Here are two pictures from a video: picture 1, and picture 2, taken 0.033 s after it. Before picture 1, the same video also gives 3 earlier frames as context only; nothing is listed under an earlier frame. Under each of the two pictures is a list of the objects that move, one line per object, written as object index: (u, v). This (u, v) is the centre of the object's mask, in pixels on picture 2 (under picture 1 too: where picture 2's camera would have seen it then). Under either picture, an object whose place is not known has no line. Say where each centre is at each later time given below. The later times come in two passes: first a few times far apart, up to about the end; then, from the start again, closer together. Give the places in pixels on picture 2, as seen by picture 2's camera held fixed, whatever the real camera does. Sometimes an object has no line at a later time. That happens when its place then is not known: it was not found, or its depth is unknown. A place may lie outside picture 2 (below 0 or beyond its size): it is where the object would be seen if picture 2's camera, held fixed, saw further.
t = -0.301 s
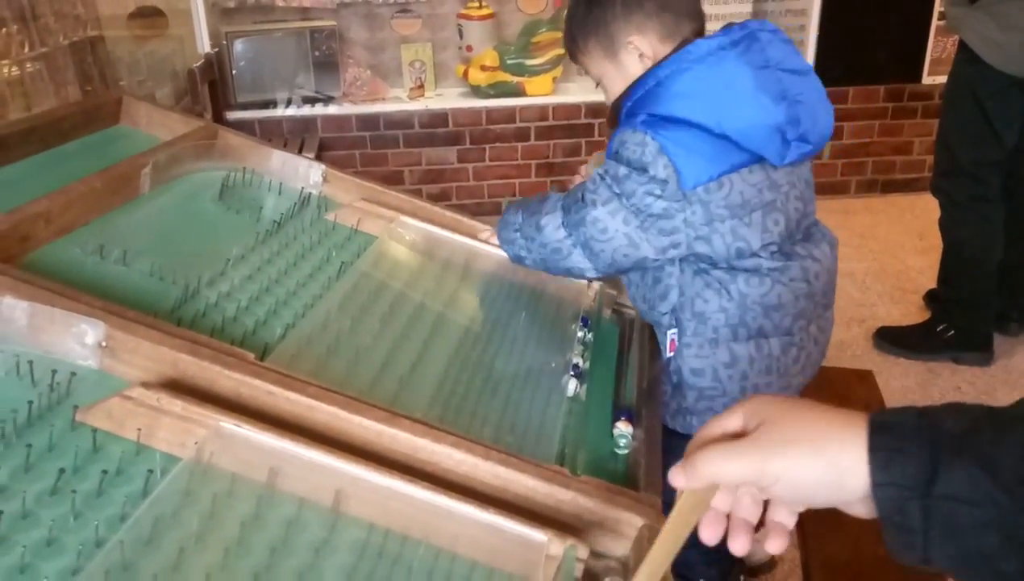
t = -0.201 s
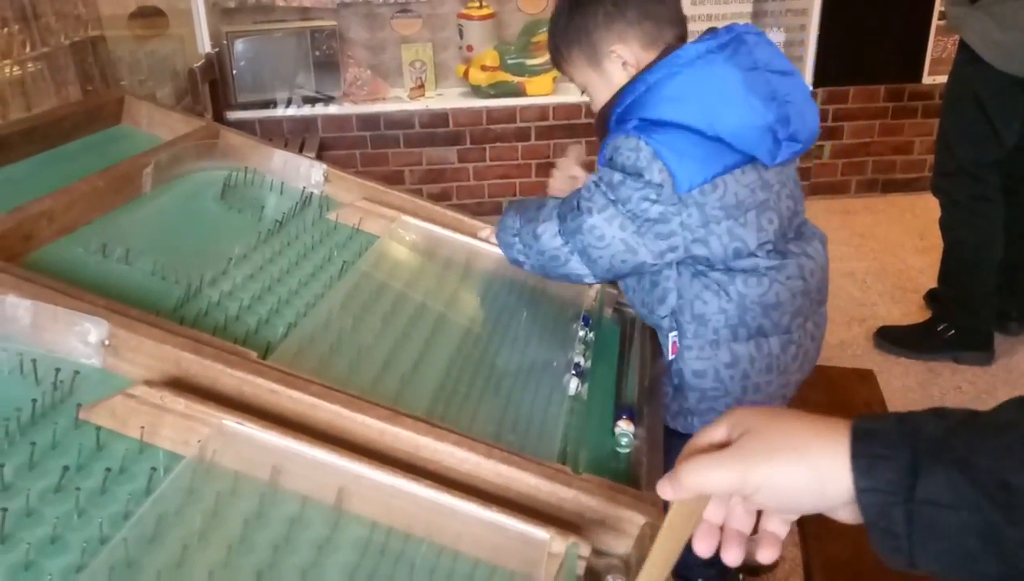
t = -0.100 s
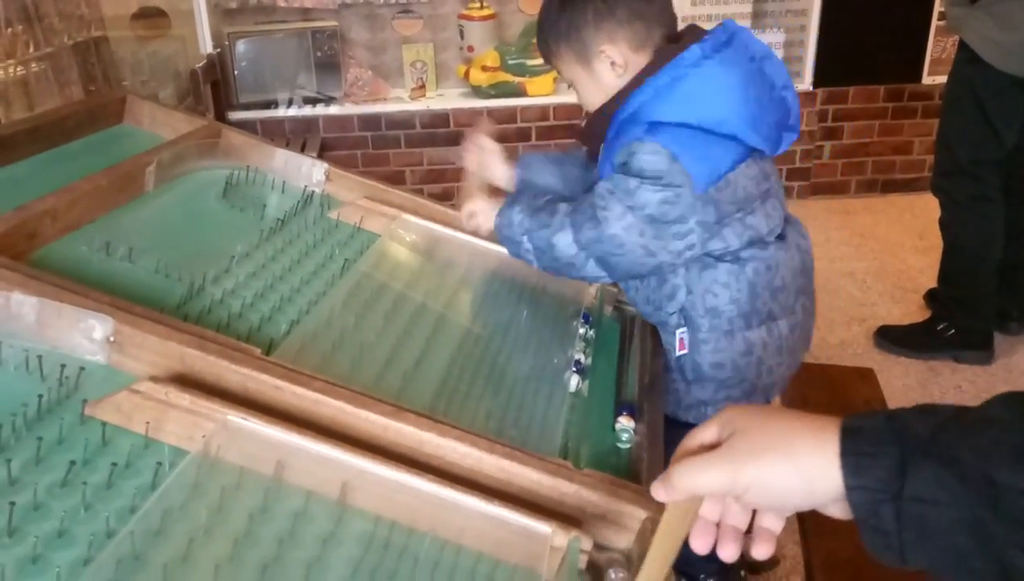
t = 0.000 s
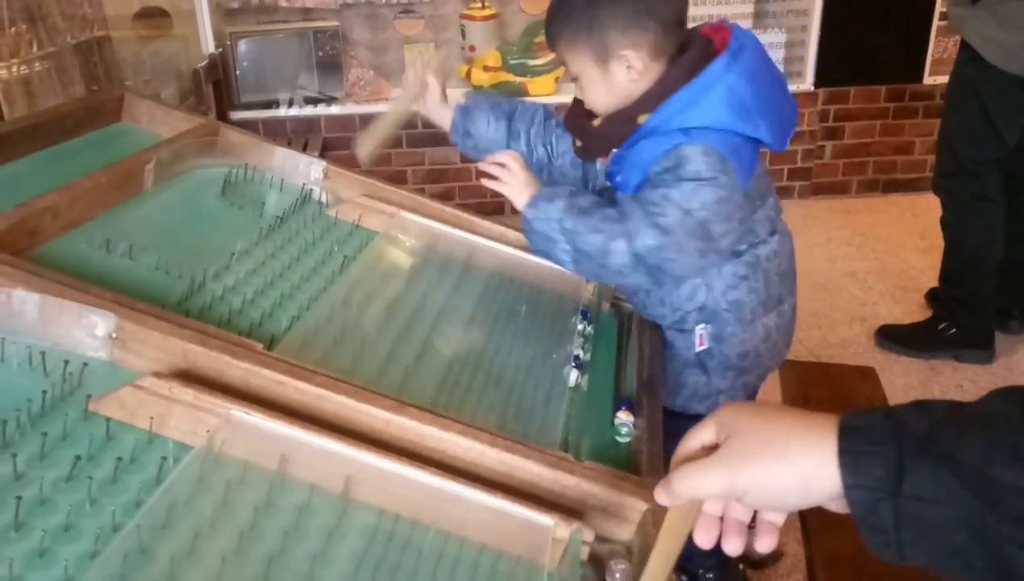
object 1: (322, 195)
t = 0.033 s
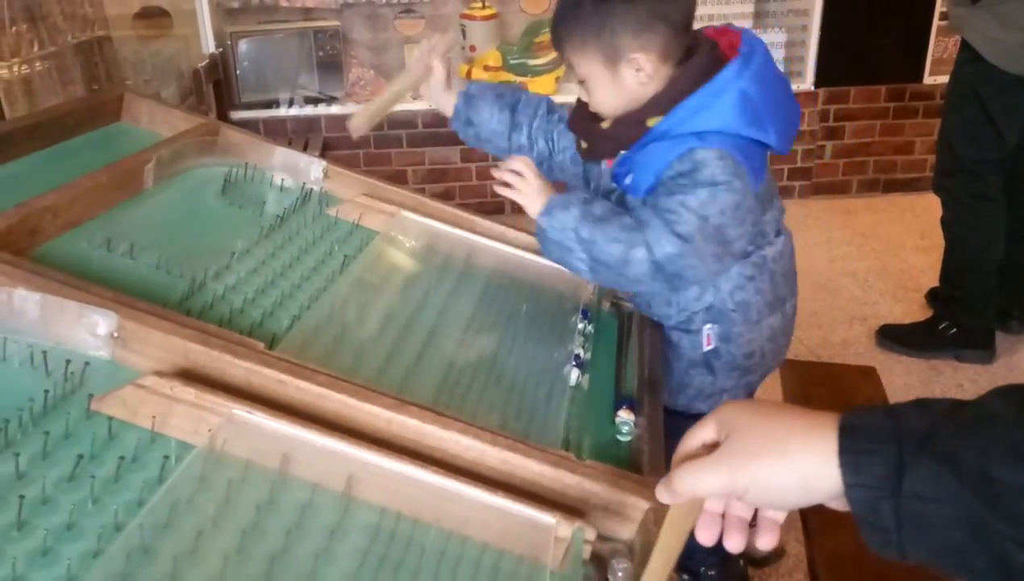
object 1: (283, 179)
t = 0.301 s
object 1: (161, 188)
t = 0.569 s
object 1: (176, 254)
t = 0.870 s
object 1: (240, 243)
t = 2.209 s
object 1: (304, 270)
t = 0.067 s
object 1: (249, 167)
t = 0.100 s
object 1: (225, 165)
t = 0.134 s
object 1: (208, 167)
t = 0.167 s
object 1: (196, 170)
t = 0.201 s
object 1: (186, 174)
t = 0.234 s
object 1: (176, 178)
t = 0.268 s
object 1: (168, 182)
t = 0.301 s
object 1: (161, 188)
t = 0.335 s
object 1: (156, 194)
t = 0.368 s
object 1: (153, 201)
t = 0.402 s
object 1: (150, 209)
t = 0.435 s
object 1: (149, 218)
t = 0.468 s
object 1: (151, 227)
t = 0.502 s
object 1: (155, 238)
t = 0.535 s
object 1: (161, 250)
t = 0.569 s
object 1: (176, 254)
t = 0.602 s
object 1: (198, 253)
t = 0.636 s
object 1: (220, 257)
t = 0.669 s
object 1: (218, 243)
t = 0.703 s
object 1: (215, 236)
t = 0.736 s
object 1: (213, 237)
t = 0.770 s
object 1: (215, 239)
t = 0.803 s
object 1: (222, 239)
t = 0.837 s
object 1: (230, 241)
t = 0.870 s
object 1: (240, 243)
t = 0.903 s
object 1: (238, 240)
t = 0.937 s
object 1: (233, 240)
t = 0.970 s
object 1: (233, 240)
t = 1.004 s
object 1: (235, 241)
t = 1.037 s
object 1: (238, 242)
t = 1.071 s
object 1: (242, 244)
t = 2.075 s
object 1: (303, 269)
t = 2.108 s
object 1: (301, 268)
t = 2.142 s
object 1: (303, 269)
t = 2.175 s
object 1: (303, 269)
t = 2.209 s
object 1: (304, 270)
